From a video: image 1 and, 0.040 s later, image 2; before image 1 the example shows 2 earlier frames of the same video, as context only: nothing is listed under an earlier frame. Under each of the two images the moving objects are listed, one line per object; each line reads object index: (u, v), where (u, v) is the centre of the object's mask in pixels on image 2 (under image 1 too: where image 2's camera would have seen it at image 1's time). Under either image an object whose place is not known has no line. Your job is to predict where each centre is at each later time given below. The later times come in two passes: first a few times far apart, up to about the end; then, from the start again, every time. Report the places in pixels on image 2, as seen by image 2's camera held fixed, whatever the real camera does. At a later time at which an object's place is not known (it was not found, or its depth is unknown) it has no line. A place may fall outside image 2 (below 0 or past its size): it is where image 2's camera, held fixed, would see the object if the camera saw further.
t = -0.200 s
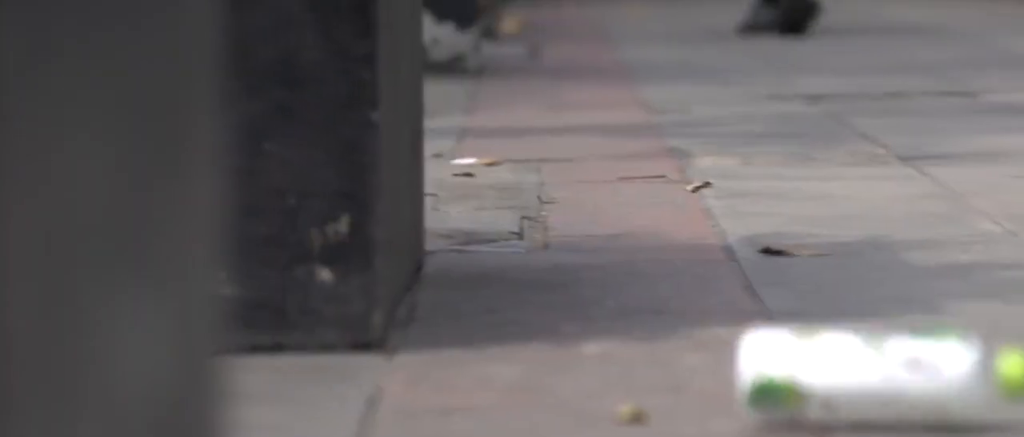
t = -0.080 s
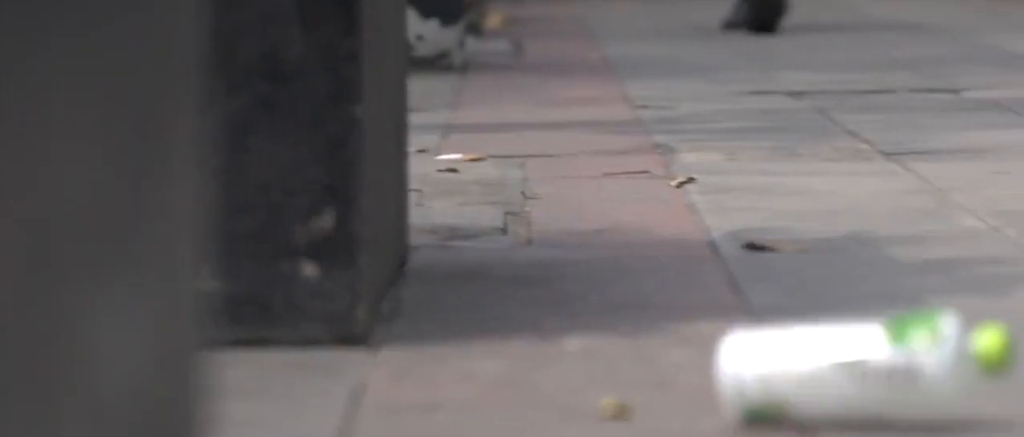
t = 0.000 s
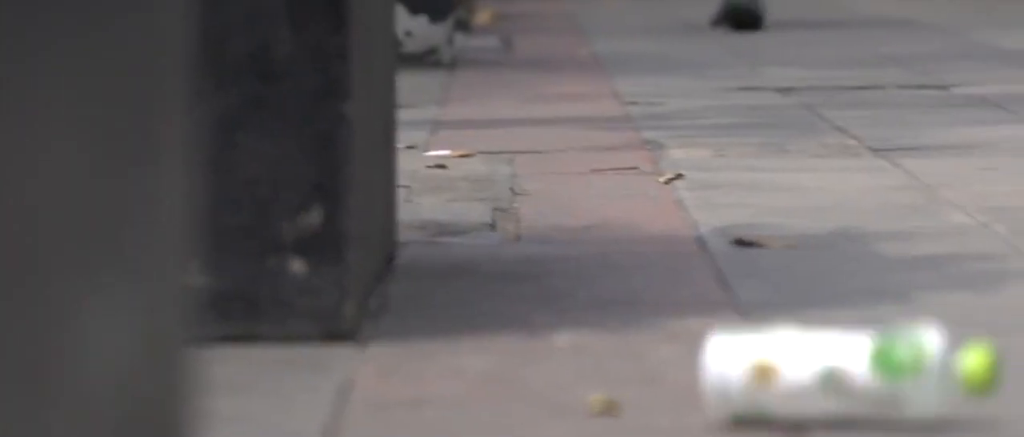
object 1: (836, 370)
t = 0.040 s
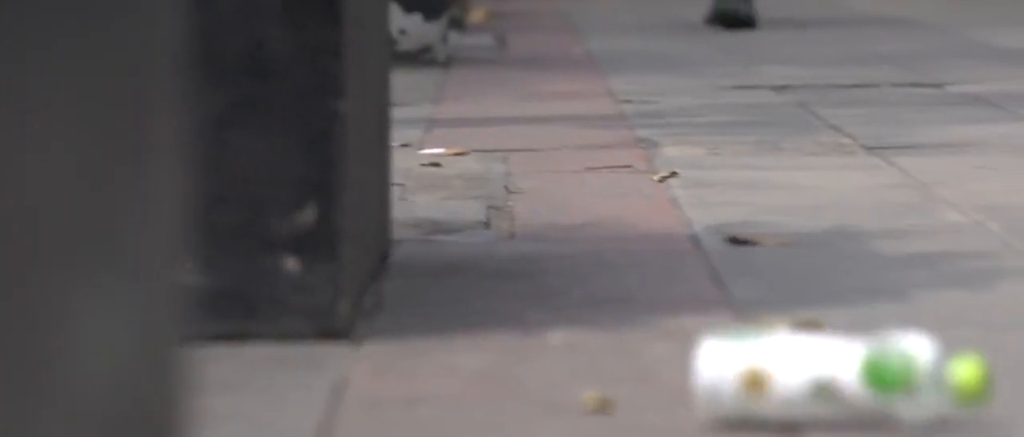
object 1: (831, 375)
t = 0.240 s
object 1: (808, 382)
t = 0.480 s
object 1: (781, 385)
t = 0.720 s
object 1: (756, 392)
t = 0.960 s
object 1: (738, 397)
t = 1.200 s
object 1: (724, 402)
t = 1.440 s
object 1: (710, 405)
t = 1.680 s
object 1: (700, 407)
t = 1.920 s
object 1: (691, 409)
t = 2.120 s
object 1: (685, 409)
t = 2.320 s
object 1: (682, 410)
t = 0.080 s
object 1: (828, 372)
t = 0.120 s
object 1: (824, 371)
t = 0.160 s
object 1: (818, 372)
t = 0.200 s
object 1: (812, 376)
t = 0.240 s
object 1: (808, 382)
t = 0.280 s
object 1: (804, 381)
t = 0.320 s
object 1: (801, 380)
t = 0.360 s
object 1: (798, 381)
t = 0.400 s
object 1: (793, 385)
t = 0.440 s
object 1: (787, 385)
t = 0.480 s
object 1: (781, 385)
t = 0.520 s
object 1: (778, 387)
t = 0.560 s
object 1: (774, 387)
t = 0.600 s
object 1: (771, 389)
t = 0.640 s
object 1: (768, 390)
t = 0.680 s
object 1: (764, 391)
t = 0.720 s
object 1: (756, 392)
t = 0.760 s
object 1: (753, 393)
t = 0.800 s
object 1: (750, 394)
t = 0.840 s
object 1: (747, 394)
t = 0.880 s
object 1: (743, 395)
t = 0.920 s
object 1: (740, 396)
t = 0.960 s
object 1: (738, 397)
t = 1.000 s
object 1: (736, 398)
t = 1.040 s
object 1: (733, 399)
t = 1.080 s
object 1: (731, 400)
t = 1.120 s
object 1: (729, 401)
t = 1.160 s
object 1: (727, 401)
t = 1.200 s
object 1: (724, 402)
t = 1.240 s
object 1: (722, 402)
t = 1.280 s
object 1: (719, 402)
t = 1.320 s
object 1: (717, 403)
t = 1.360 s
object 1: (714, 403)
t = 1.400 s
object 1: (712, 404)
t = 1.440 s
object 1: (710, 405)
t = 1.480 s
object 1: (708, 405)
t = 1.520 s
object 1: (707, 405)
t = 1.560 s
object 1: (705, 406)
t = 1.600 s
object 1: (703, 406)
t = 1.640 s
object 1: (702, 407)
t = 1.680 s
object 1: (700, 407)
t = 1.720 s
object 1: (699, 407)
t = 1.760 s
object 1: (697, 408)
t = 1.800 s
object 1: (695, 408)
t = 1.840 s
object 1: (693, 408)
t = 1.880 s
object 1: (691, 408)
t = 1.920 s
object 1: (691, 409)
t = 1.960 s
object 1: (689, 408)
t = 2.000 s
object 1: (688, 408)
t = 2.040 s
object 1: (687, 408)
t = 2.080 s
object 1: (686, 409)
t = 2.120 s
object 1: (685, 409)
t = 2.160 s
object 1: (684, 409)
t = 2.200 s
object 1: (684, 409)
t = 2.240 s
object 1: (684, 409)
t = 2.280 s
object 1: (683, 410)
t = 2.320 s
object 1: (682, 410)
